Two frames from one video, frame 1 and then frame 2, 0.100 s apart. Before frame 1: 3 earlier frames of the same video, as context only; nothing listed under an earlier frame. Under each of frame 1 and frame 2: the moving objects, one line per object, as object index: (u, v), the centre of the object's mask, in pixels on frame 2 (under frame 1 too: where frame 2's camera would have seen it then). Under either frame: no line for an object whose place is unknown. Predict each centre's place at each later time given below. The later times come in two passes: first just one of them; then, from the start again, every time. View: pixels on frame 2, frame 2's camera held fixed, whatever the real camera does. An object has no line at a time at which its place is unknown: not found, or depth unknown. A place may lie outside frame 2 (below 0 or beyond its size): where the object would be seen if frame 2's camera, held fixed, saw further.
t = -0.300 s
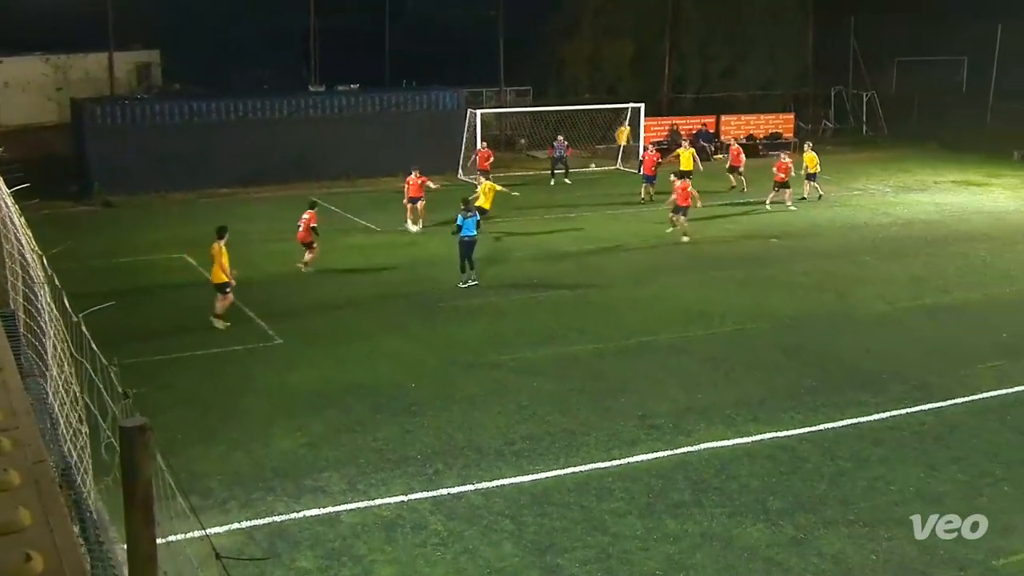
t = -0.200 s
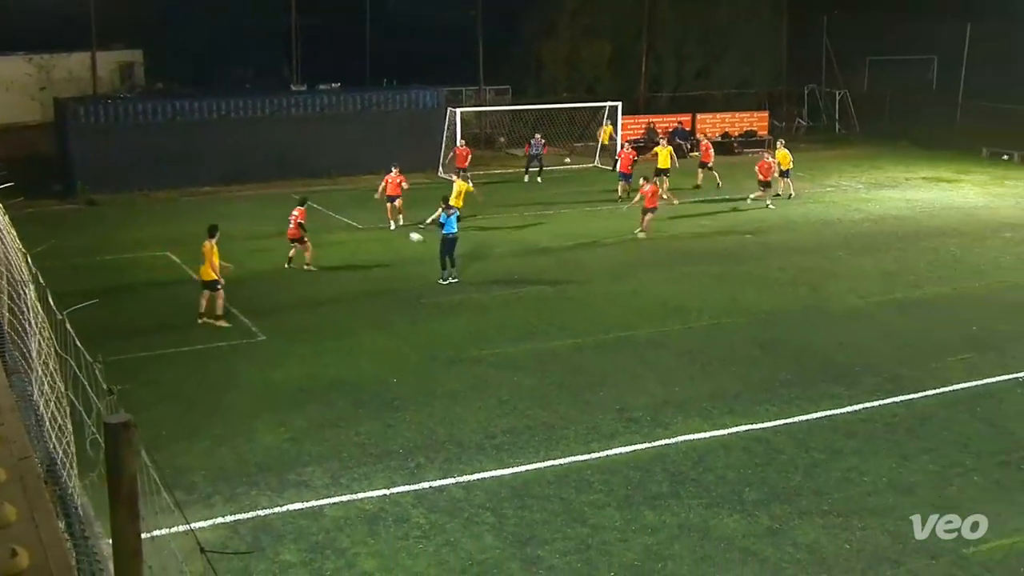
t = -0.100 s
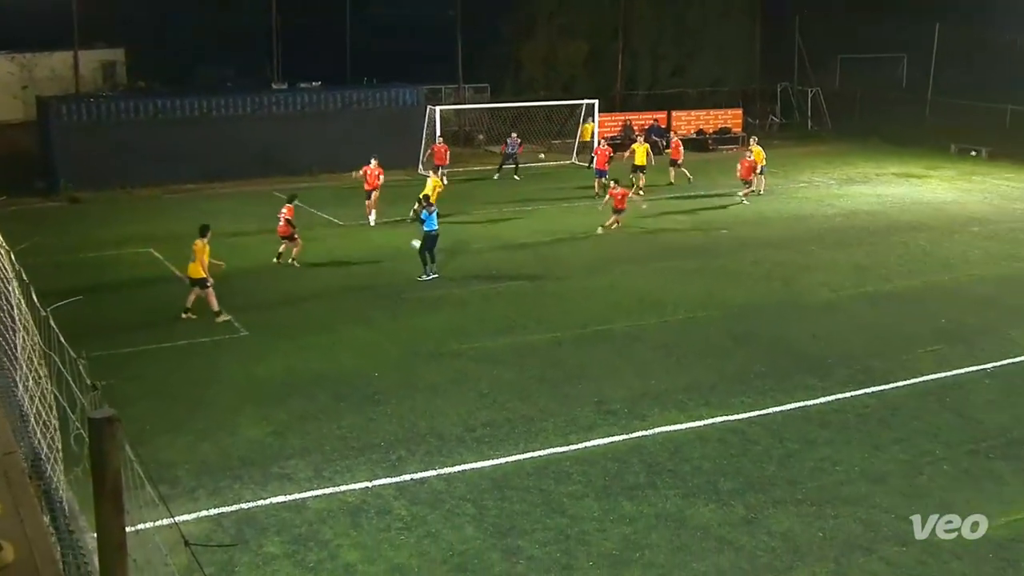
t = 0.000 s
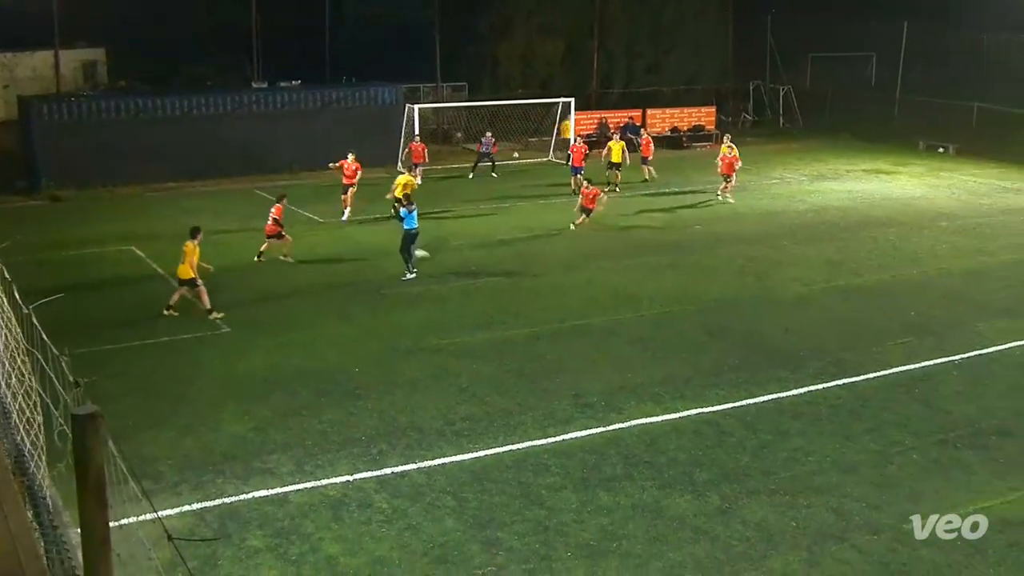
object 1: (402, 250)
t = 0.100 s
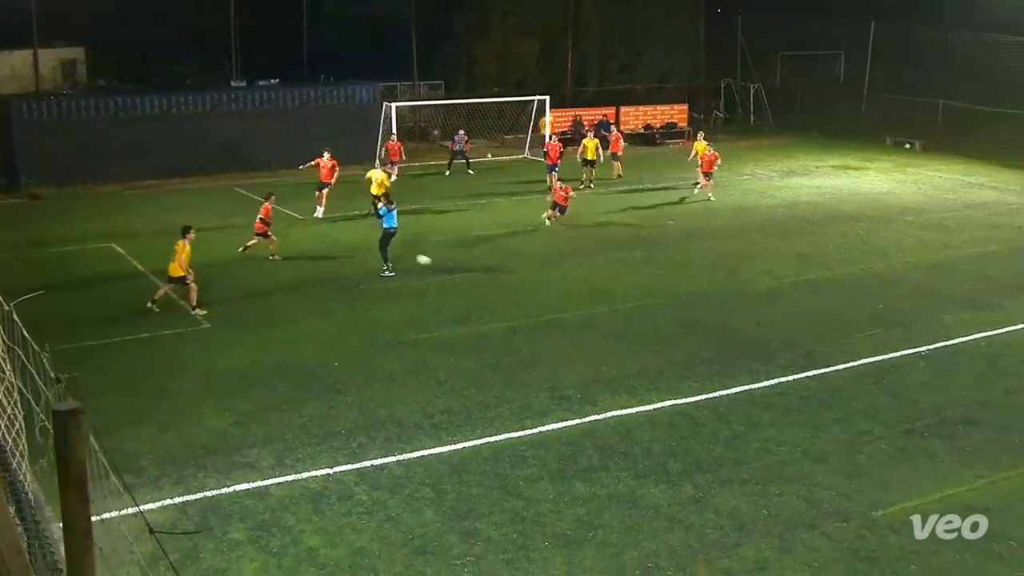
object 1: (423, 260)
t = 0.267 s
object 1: (462, 280)
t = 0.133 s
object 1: (431, 264)
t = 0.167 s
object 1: (439, 269)
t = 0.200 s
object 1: (446, 272)
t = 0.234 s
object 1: (454, 276)
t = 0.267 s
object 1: (462, 280)
